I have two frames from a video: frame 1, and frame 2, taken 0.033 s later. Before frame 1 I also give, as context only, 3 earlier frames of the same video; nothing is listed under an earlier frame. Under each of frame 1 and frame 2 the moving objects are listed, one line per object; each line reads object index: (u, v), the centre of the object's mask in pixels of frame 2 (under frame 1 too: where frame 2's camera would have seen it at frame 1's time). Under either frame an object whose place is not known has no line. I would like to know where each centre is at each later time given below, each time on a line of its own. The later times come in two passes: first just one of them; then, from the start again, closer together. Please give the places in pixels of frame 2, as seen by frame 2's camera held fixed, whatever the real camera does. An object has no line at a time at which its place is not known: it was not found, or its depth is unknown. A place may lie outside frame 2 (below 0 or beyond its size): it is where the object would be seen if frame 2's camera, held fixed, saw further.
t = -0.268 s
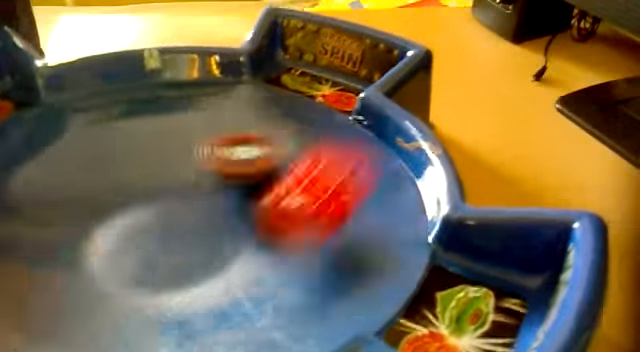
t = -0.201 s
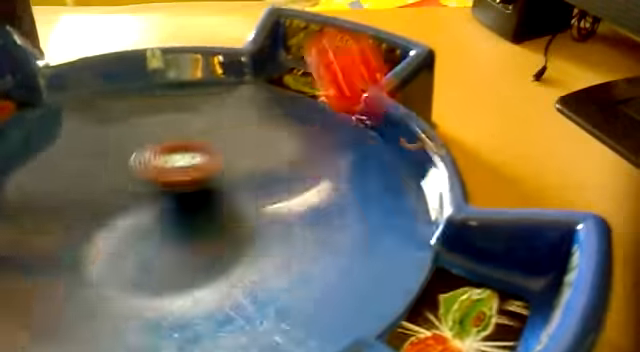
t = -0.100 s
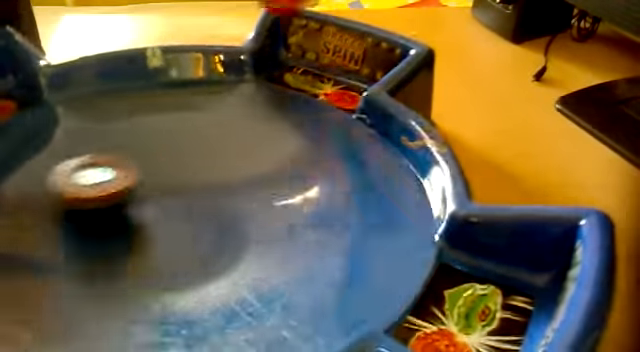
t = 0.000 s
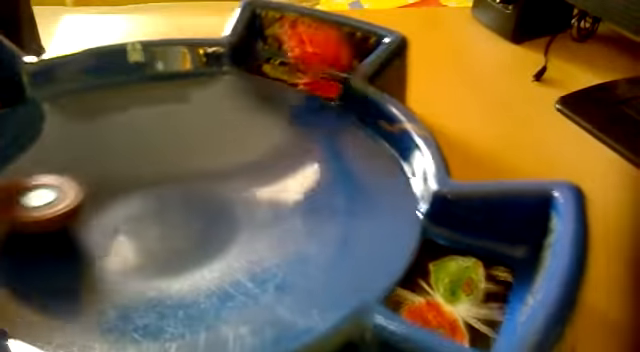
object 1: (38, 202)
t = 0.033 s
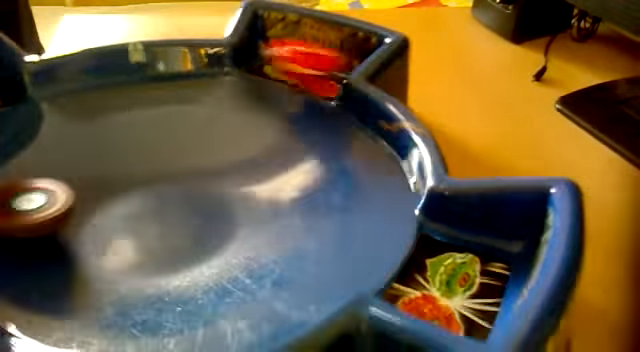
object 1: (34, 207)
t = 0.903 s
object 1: (126, 195)
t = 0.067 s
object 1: (32, 212)
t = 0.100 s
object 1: (31, 214)
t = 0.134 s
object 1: (33, 218)
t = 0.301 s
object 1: (75, 236)
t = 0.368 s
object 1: (100, 235)
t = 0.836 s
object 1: (125, 199)
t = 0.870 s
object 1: (125, 196)
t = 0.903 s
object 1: (126, 195)
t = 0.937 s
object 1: (125, 193)
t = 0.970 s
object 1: (127, 190)
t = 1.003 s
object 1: (130, 189)
